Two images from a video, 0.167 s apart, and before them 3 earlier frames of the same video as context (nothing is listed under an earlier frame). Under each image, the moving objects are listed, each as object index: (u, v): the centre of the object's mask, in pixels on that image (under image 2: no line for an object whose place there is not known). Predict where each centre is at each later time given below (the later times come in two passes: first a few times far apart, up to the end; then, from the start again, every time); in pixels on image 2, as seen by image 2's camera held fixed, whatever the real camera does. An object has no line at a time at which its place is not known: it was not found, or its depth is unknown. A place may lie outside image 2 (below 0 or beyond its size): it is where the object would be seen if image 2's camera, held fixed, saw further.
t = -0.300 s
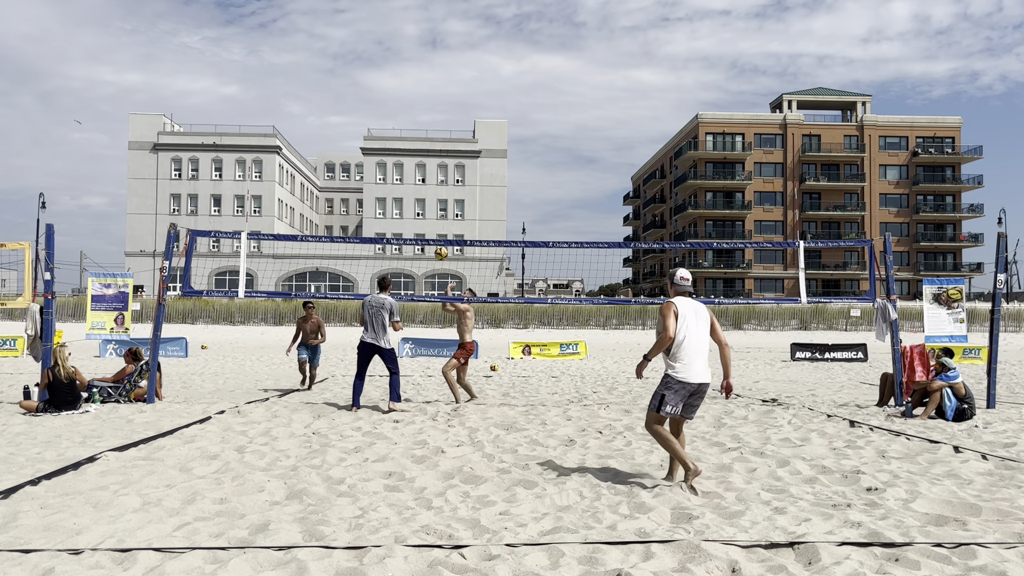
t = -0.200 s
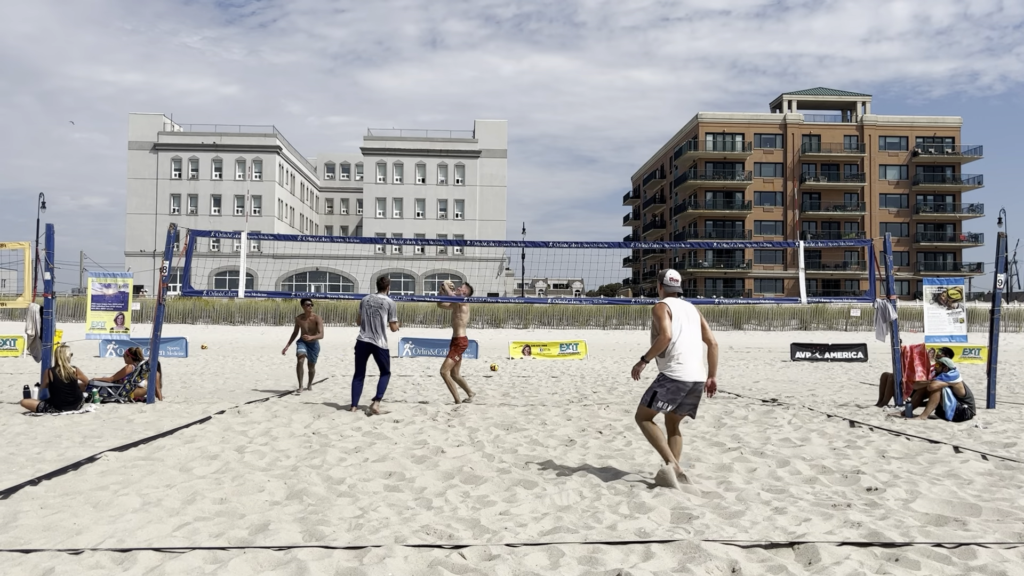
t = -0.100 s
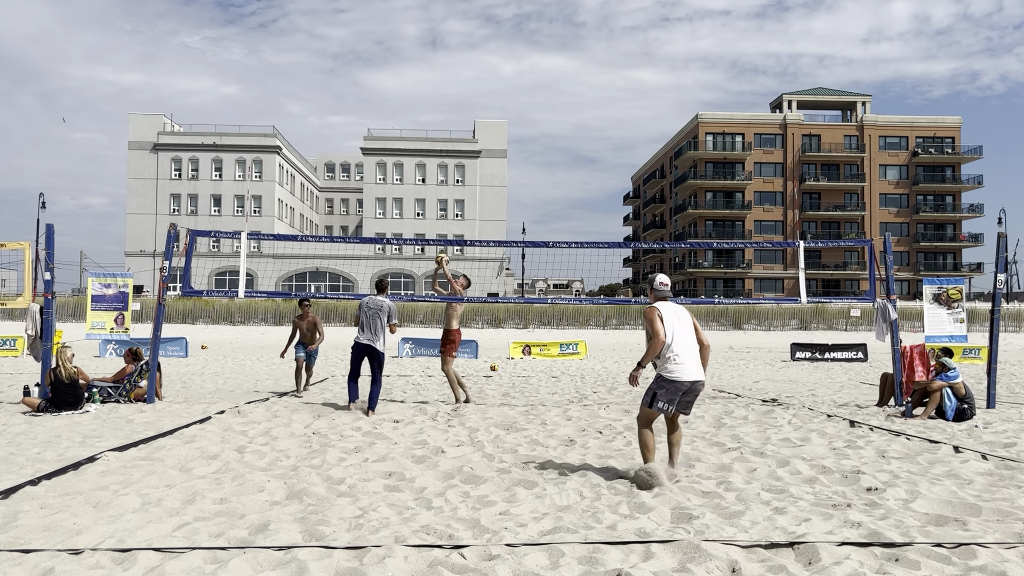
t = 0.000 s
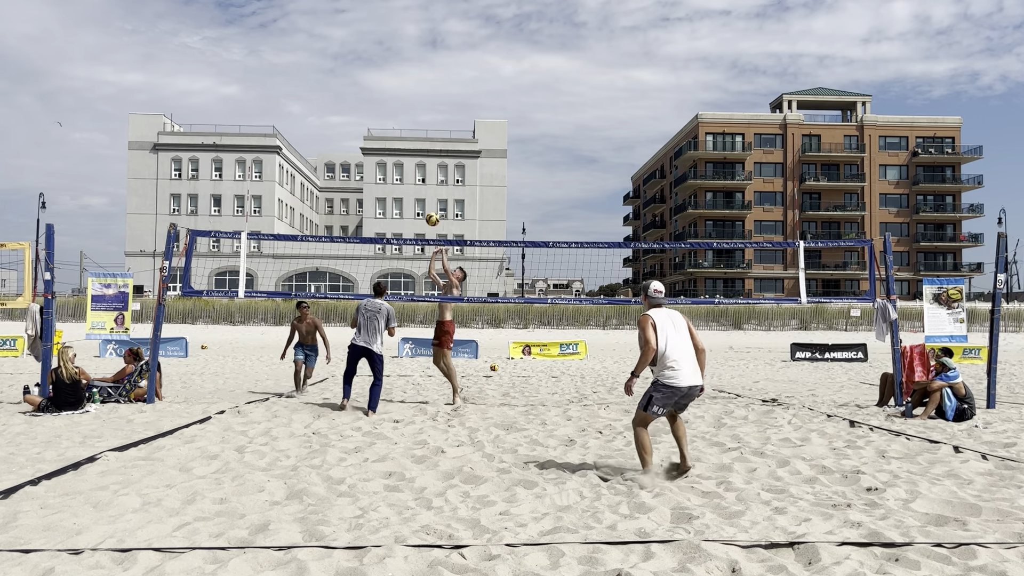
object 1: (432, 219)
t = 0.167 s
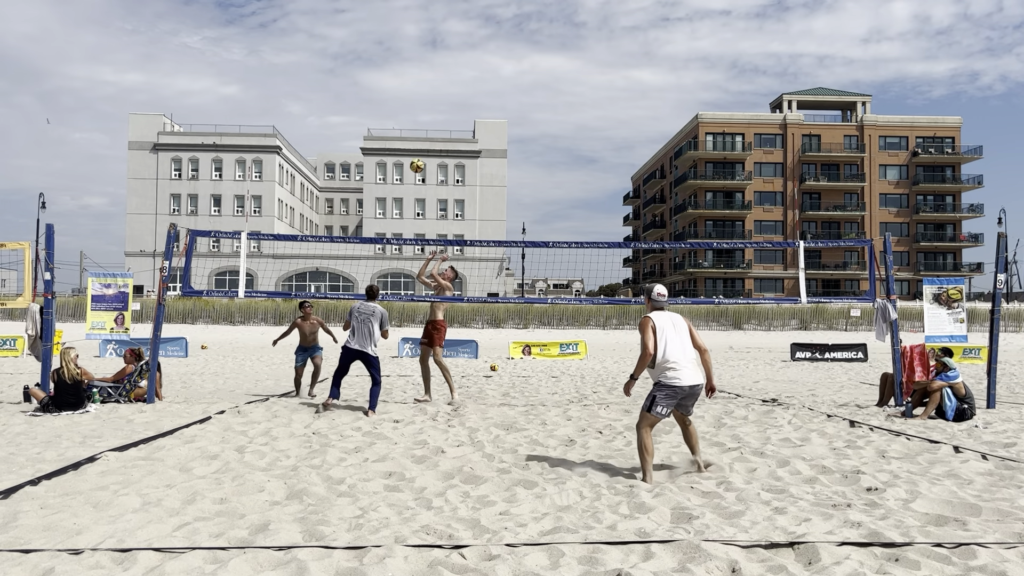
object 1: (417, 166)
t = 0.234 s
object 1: (411, 150)
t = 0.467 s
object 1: (390, 120)
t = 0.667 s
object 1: (373, 122)
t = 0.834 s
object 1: (361, 142)
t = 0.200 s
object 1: (414, 157)
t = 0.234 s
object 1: (411, 150)
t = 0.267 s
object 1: (407, 143)
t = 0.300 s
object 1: (404, 138)
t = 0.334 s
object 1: (401, 133)
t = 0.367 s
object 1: (398, 129)
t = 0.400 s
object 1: (395, 125)
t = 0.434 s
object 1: (393, 122)
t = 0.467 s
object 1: (390, 120)
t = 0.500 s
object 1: (387, 118)
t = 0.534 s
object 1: (384, 118)
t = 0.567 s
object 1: (381, 118)
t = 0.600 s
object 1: (379, 118)
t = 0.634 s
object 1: (376, 120)
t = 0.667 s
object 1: (373, 122)
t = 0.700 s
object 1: (371, 125)
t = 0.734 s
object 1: (368, 128)
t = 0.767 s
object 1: (366, 132)
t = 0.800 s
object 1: (363, 137)
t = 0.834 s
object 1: (361, 142)
